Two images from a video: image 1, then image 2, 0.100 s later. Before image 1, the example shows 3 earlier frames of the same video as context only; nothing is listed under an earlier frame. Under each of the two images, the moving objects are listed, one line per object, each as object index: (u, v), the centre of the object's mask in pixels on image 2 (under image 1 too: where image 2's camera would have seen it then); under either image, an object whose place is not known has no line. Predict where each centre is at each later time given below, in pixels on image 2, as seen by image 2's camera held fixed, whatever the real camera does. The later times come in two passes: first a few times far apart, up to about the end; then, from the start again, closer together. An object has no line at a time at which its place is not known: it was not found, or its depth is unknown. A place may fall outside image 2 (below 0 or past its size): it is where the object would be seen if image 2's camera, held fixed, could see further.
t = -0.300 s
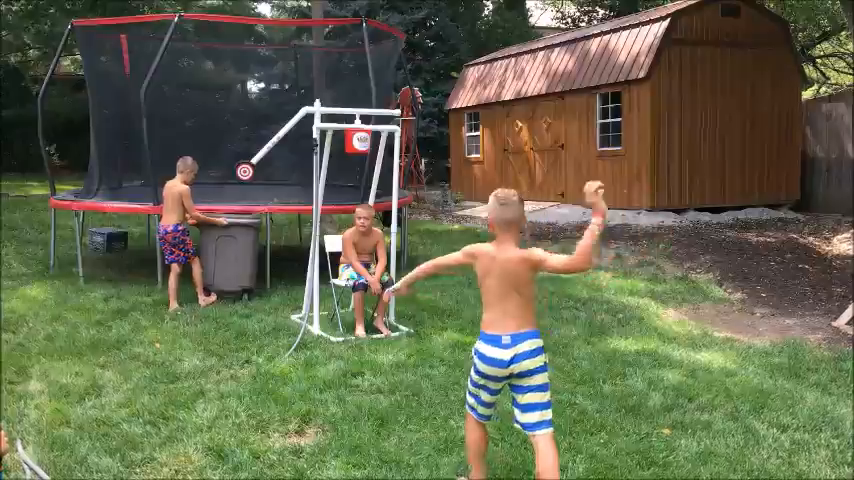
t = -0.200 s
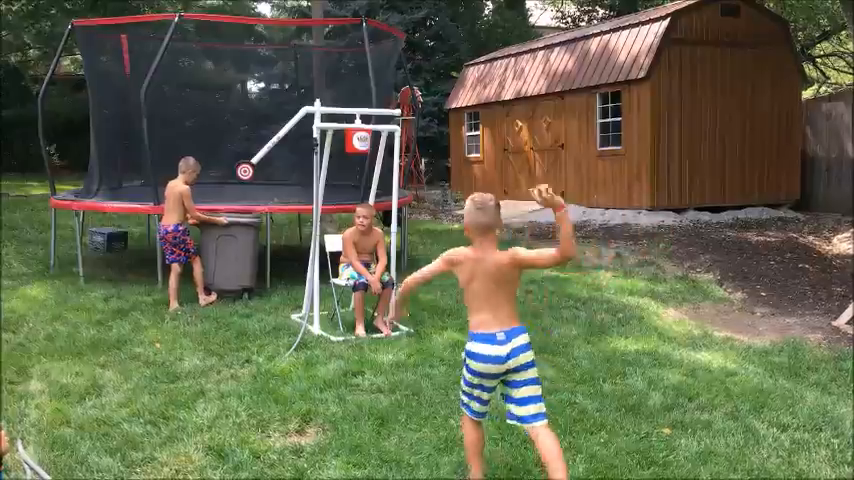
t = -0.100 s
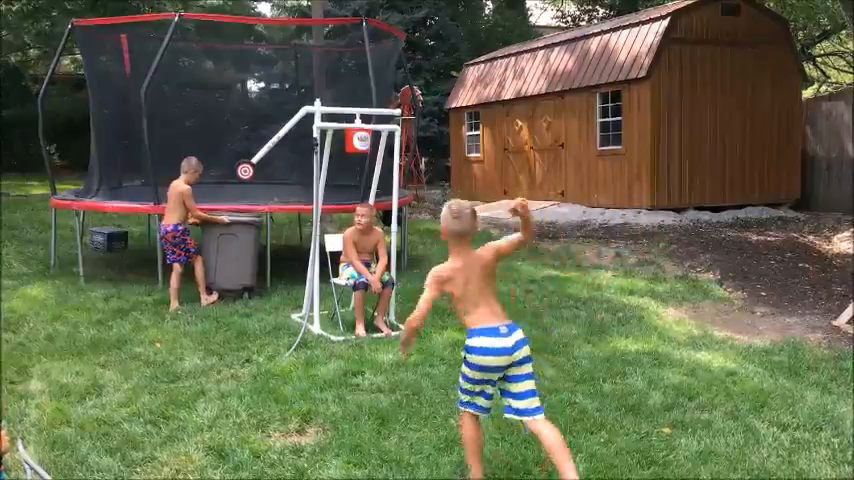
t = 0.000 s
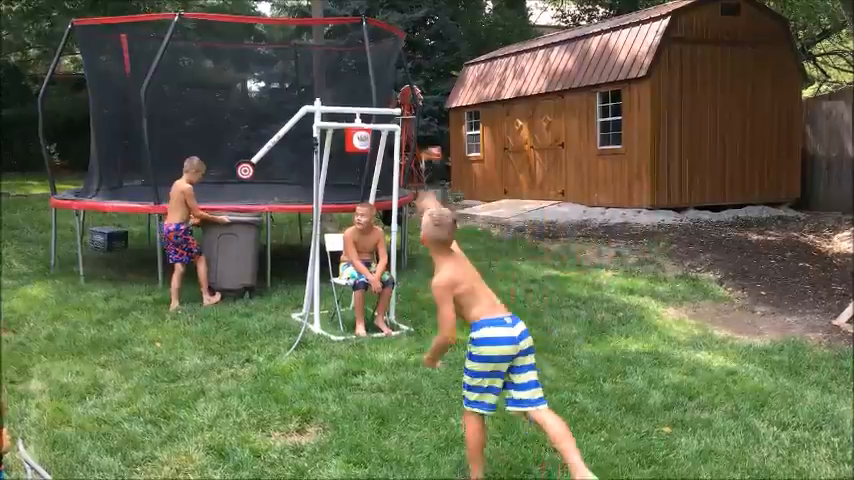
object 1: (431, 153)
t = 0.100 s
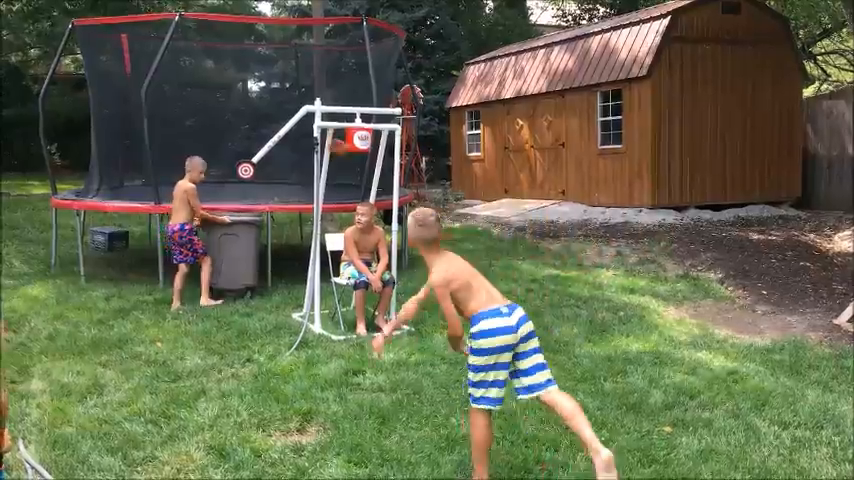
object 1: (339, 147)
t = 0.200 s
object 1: (263, 167)
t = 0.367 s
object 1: (253, 184)
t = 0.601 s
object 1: (257, 266)
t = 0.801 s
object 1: (259, 336)
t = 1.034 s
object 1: (257, 339)
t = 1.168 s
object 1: (256, 339)
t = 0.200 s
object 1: (263, 167)
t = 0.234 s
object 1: (252, 169)
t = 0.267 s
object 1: (252, 173)
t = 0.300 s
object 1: (252, 175)
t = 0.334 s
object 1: (253, 179)
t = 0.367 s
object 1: (253, 184)
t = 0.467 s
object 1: (254, 211)
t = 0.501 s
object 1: (254, 222)
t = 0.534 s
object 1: (256, 236)
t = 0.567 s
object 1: (256, 249)
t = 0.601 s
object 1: (257, 266)
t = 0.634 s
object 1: (257, 284)
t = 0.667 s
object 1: (257, 301)
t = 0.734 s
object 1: (256, 338)
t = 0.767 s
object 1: (258, 338)
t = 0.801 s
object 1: (259, 336)
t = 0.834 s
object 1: (258, 335)
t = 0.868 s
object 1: (259, 334)
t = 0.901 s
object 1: (258, 335)
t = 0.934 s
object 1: (258, 336)
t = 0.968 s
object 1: (257, 338)
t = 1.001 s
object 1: (257, 339)
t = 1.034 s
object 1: (257, 339)
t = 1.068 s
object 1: (256, 338)
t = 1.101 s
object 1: (257, 339)
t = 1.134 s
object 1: (256, 339)
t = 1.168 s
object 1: (256, 339)
